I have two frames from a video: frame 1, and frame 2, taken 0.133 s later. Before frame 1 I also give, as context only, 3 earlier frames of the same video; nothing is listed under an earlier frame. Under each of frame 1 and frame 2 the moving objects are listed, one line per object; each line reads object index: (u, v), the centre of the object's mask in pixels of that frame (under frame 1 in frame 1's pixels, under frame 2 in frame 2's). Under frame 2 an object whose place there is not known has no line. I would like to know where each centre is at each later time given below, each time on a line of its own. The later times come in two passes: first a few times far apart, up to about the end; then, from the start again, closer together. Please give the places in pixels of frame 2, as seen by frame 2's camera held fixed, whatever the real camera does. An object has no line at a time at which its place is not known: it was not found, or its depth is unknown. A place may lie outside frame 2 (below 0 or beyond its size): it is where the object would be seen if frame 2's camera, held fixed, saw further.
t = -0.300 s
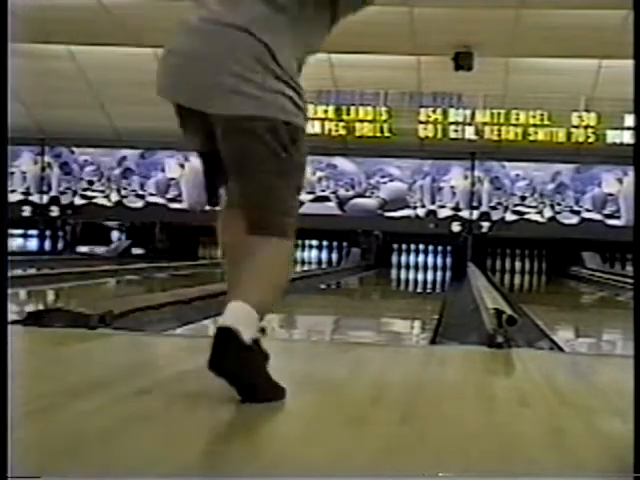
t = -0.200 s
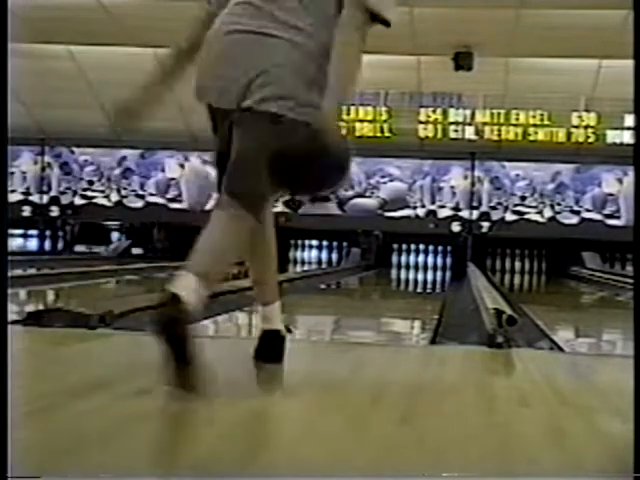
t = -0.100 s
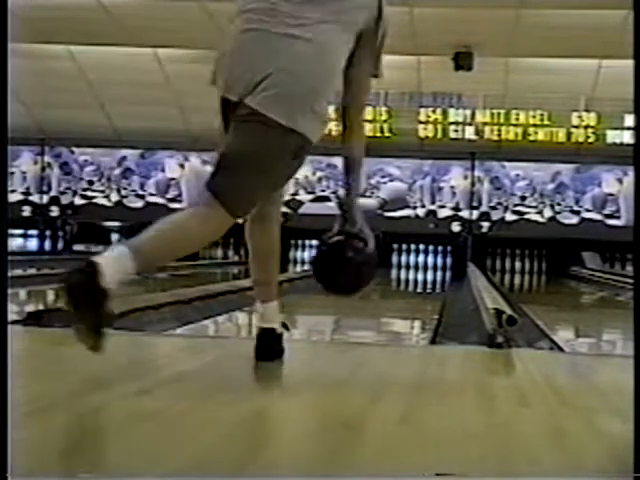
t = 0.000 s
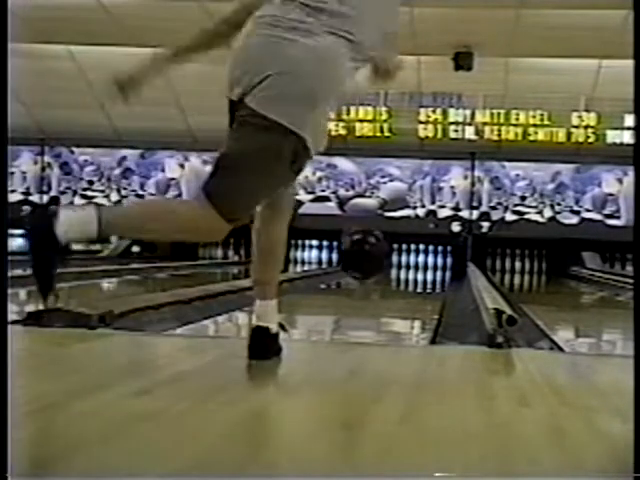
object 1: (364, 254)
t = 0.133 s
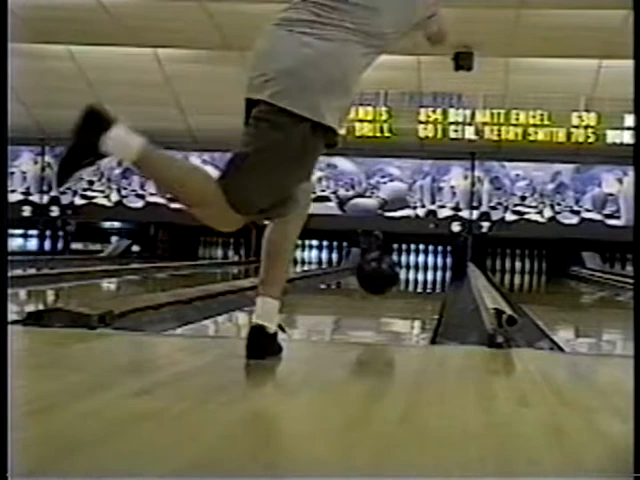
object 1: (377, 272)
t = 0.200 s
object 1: (382, 293)
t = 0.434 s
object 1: (394, 284)
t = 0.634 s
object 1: (402, 276)
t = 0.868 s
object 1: (406, 273)
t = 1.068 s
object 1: (411, 270)
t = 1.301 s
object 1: (413, 266)
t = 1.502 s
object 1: (414, 266)
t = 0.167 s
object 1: (378, 282)
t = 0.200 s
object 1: (382, 293)
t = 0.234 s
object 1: (384, 290)
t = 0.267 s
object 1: (386, 286)
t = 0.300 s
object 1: (389, 284)
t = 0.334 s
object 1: (389, 284)
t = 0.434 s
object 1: (394, 284)
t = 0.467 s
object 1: (396, 282)
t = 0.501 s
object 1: (398, 281)
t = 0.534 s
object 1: (398, 279)
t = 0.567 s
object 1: (400, 278)
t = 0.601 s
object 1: (401, 277)
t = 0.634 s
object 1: (402, 276)
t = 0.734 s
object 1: (406, 276)
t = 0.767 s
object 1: (407, 275)
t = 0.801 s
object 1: (407, 274)
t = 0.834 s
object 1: (407, 273)
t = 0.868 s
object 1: (406, 273)
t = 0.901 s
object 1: (407, 272)
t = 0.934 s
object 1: (407, 272)
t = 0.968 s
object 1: (407, 271)
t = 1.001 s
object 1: (410, 270)
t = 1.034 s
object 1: (411, 269)
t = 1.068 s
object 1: (411, 270)
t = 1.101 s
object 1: (412, 268)
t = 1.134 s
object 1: (413, 267)
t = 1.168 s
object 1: (413, 268)
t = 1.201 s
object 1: (413, 268)
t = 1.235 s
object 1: (413, 267)
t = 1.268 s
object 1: (413, 267)
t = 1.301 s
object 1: (413, 266)
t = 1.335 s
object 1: (413, 266)
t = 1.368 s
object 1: (413, 266)
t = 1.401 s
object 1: (413, 266)
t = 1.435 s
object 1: (414, 266)
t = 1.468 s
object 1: (414, 266)
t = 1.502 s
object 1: (414, 266)
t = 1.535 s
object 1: (414, 265)
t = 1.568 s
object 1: (414, 265)
